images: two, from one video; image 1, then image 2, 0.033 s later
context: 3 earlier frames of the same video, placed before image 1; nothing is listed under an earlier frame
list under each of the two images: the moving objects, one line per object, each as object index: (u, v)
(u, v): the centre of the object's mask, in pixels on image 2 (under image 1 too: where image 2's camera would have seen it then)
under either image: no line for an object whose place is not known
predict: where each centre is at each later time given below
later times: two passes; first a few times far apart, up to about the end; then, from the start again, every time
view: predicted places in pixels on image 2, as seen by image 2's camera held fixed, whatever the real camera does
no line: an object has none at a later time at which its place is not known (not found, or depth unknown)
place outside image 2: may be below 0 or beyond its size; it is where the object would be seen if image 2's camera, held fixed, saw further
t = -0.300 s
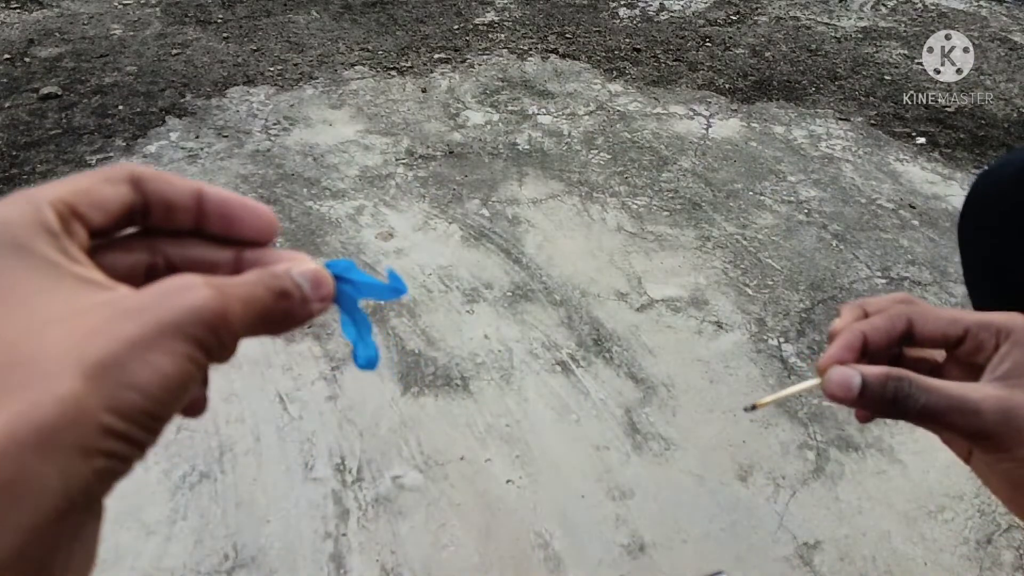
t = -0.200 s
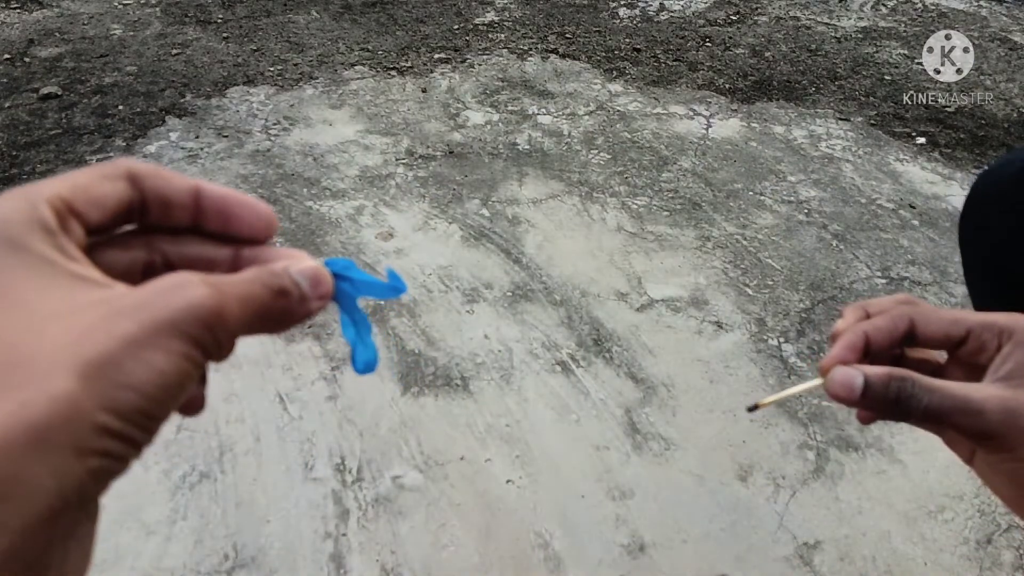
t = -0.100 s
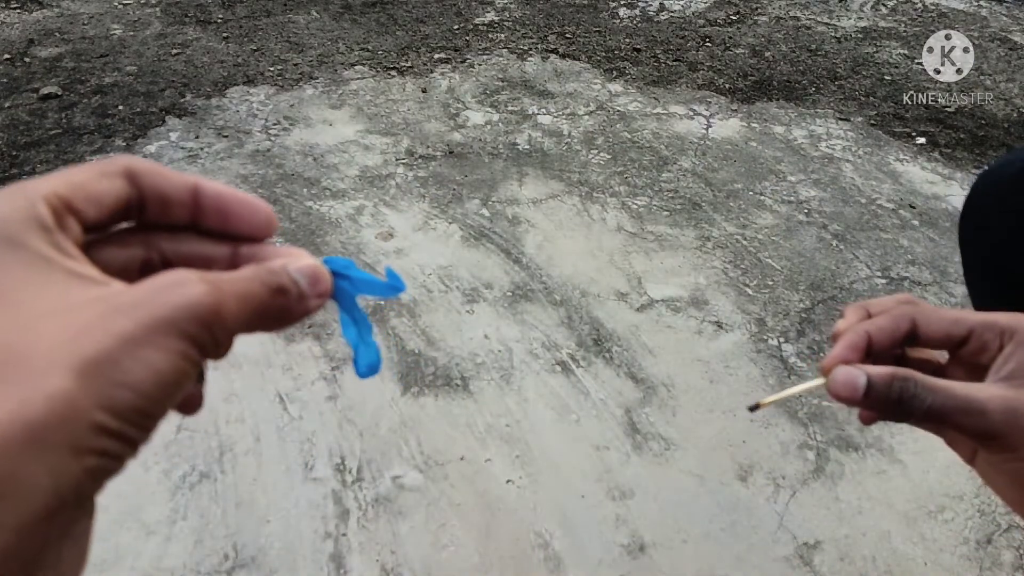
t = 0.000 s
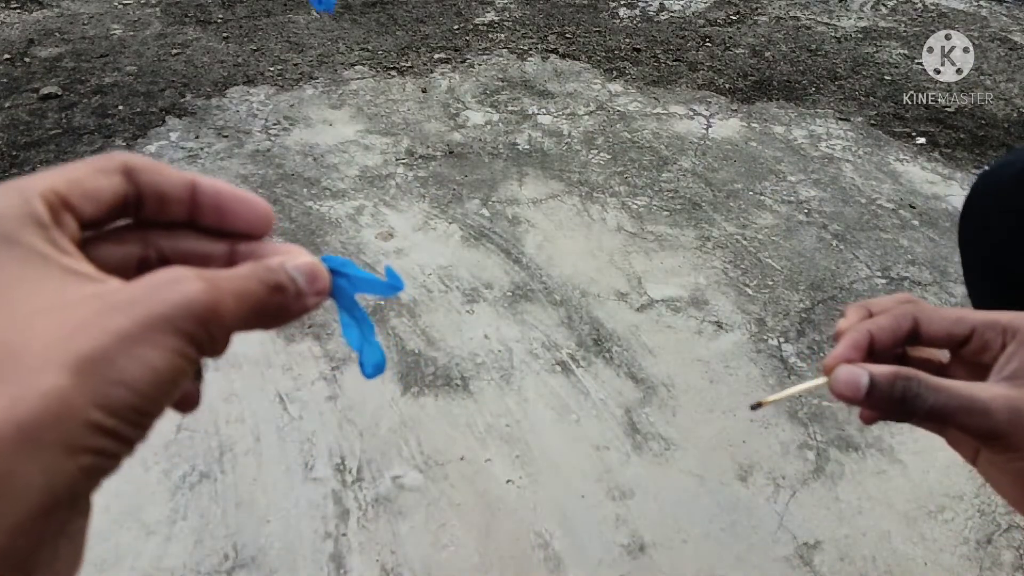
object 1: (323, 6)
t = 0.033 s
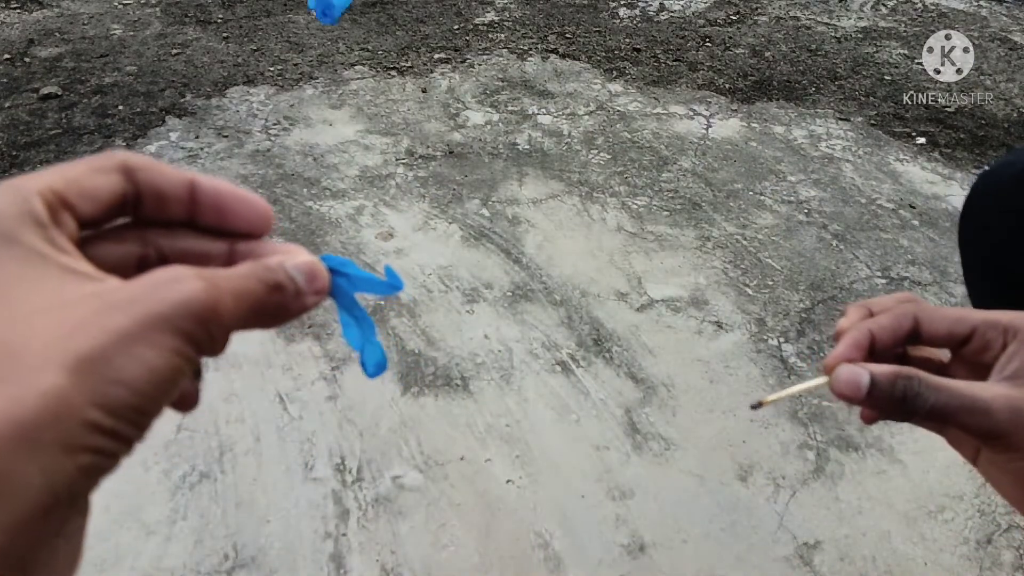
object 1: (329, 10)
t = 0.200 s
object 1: (355, 57)
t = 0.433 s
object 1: (370, 141)
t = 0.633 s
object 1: (373, 150)
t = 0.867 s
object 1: (372, 149)
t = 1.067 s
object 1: (372, 149)
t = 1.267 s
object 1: (373, 149)
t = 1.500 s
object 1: (372, 149)
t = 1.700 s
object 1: (372, 149)
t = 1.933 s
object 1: (372, 149)
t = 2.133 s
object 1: (372, 149)
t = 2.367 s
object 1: (372, 149)
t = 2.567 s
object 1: (372, 149)
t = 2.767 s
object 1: (372, 149)
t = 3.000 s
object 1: (372, 149)
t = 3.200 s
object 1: (372, 149)
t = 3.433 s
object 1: (372, 149)
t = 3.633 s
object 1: (372, 149)
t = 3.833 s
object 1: (372, 149)
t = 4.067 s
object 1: (372, 149)
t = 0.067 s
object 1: (337, 15)
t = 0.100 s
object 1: (344, 22)
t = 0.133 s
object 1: (348, 33)
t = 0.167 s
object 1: (352, 45)
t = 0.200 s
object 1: (355, 57)
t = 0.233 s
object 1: (357, 69)
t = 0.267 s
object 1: (358, 81)
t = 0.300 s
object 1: (360, 93)
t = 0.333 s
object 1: (362, 106)
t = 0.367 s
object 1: (364, 118)
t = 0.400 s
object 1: (367, 130)
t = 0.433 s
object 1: (370, 141)
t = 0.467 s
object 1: (371, 148)
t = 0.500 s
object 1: (371, 149)
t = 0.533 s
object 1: (373, 150)
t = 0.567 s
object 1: (373, 150)
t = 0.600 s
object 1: (373, 150)
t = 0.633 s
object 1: (373, 150)
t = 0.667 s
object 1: (373, 149)
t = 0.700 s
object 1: (373, 149)
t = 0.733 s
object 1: (373, 149)
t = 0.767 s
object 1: (373, 149)
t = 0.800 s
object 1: (372, 149)
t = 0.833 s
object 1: (372, 149)
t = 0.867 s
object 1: (372, 149)
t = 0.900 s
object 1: (372, 149)
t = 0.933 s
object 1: (372, 149)
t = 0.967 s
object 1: (372, 149)
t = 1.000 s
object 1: (372, 149)
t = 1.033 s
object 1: (372, 149)
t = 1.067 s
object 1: (372, 149)
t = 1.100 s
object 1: (372, 149)
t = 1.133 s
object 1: (372, 149)
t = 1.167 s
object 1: (372, 149)
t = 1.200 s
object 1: (372, 149)
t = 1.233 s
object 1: (372, 149)
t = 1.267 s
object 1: (373, 149)
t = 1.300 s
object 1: (372, 149)
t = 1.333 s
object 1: (372, 149)
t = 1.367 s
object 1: (372, 149)
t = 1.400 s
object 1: (372, 149)
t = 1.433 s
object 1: (372, 149)
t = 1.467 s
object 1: (372, 149)
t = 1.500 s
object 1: (372, 149)
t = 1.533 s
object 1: (372, 149)
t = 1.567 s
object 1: (372, 149)
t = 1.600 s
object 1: (372, 149)
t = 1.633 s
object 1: (372, 149)
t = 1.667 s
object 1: (372, 149)
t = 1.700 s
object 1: (372, 149)
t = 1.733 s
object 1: (372, 149)
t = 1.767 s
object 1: (373, 149)
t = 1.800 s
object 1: (372, 149)
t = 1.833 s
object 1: (372, 149)
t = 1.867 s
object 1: (372, 149)
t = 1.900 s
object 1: (372, 149)
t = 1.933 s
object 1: (372, 149)
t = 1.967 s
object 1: (372, 149)
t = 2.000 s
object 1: (372, 149)
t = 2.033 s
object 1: (372, 149)
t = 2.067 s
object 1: (372, 149)
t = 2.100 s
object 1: (372, 149)
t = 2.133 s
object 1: (372, 149)
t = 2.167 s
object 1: (372, 149)
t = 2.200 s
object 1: (372, 149)
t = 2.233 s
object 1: (372, 149)
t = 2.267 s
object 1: (372, 149)
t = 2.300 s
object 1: (372, 149)
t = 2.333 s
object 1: (372, 149)
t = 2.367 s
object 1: (372, 149)
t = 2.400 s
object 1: (372, 149)
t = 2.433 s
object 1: (372, 149)
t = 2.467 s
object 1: (372, 149)
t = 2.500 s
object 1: (372, 149)
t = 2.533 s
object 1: (372, 149)
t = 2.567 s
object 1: (372, 149)
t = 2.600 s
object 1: (372, 149)
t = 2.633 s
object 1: (372, 149)
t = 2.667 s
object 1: (372, 149)
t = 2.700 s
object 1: (372, 149)
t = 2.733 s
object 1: (372, 149)
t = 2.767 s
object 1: (372, 149)
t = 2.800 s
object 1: (372, 149)
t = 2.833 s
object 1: (372, 149)
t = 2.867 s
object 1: (372, 149)
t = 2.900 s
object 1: (372, 149)
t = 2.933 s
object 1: (372, 149)
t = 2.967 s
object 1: (372, 149)
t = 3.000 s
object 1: (372, 149)
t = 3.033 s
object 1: (372, 149)
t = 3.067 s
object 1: (372, 149)
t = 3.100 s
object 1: (372, 149)
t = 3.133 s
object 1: (372, 149)
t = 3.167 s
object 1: (372, 149)
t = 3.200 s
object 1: (372, 149)
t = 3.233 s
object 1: (372, 149)
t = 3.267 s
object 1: (372, 149)
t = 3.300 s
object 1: (372, 149)
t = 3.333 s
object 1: (372, 149)
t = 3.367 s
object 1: (372, 149)
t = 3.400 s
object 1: (372, 149)
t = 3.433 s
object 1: (372, 149)
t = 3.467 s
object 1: (372, 149)
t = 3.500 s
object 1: (372, 149)
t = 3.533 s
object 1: (372, 149)
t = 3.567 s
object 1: (372, 149)
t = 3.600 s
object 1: (372, 149)
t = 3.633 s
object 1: (372, 149)
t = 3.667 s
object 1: (372, 149)
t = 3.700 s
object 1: (372, 149)
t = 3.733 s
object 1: (372, 149)
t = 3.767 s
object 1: (372, 149)
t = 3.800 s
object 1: (372, 149)
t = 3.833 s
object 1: (372, 149)
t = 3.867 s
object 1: (372, 149)
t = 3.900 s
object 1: (372, 149)
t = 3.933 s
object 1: (372, 149)
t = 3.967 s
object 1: (372, 149)
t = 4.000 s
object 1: (372, 149)
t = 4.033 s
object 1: (372, 149)
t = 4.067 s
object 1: (372, 149)
